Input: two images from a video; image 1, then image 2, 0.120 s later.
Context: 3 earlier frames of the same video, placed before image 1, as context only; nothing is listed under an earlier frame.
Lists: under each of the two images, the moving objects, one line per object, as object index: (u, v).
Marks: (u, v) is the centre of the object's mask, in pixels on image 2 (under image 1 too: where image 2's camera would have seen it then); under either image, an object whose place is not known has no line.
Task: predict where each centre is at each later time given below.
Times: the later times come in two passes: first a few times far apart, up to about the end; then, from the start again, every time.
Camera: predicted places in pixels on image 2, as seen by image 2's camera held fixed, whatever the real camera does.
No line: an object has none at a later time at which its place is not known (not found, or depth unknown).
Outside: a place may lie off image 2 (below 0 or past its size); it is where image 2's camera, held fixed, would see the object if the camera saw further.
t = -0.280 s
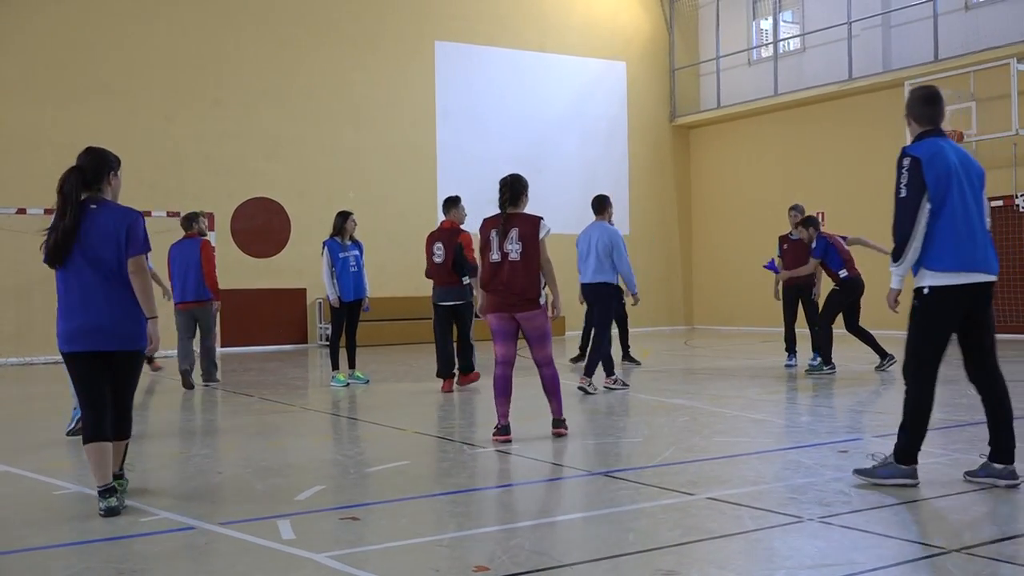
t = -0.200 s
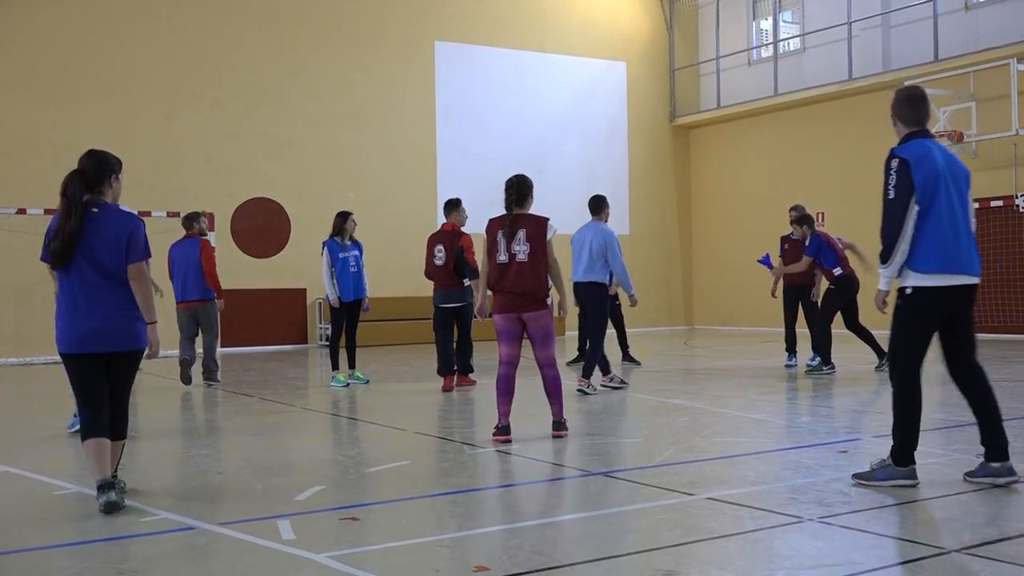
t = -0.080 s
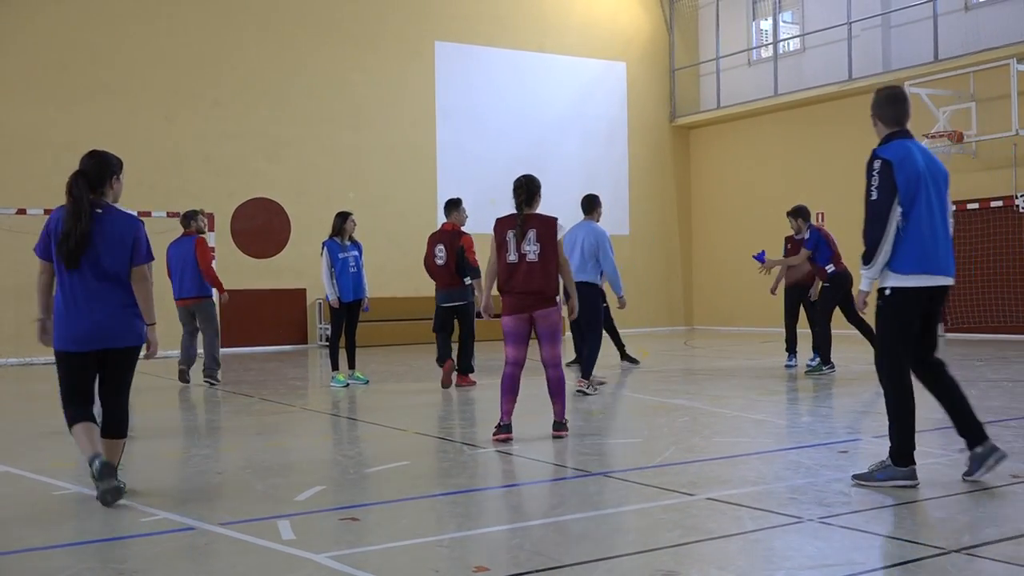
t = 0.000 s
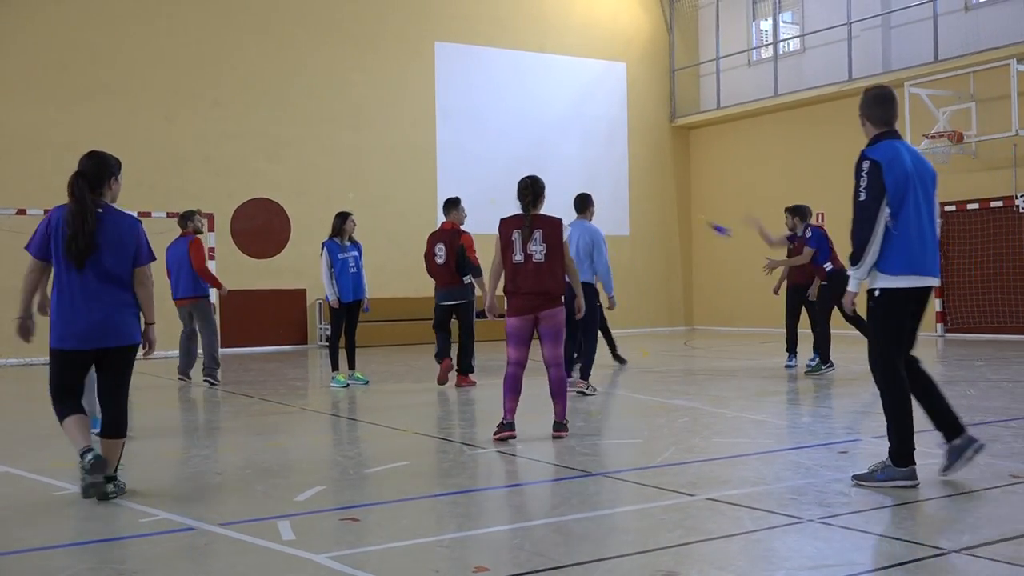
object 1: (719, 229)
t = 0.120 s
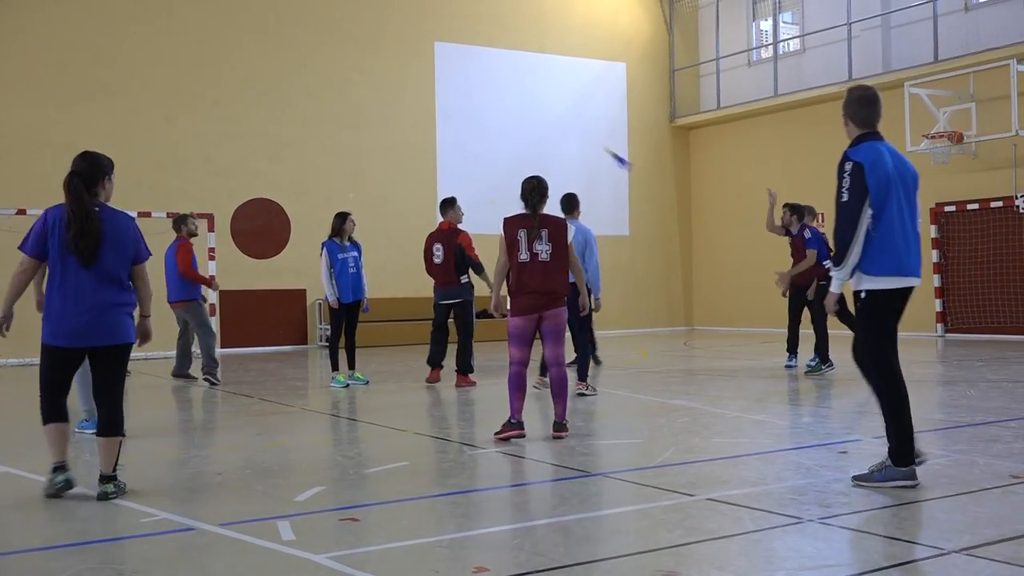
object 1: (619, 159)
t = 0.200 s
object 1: (561, 120)
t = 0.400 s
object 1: (424, 57)
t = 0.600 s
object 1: (300, 34)
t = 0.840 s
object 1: (159, 58)
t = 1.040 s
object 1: (53, 121)
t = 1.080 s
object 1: (32, 137)
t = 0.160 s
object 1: (590, 140)
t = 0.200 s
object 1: (561, 120)
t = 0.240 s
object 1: (532, 104)
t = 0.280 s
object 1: (503, 90)
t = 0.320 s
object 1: (477, 77)
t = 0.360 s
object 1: (450, 67)
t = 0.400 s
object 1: (424, 57)
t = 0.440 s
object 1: (398, 50)
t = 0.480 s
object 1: (374, 44)
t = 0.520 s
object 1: (348, 39)
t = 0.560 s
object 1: (323, 37)
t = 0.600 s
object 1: (300, 34)
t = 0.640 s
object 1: (276, 34)
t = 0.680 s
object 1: (251, 36)
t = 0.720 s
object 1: (227, 39)
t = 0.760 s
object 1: (205, 43)
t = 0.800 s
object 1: (182, 51)
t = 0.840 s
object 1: (159, 58)
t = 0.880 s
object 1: (136, 68)
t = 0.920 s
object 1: (116, 79)
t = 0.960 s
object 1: (93, 91)
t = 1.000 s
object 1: (72, 106)
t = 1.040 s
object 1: (53, 121)
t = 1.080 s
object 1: (32, 137)
